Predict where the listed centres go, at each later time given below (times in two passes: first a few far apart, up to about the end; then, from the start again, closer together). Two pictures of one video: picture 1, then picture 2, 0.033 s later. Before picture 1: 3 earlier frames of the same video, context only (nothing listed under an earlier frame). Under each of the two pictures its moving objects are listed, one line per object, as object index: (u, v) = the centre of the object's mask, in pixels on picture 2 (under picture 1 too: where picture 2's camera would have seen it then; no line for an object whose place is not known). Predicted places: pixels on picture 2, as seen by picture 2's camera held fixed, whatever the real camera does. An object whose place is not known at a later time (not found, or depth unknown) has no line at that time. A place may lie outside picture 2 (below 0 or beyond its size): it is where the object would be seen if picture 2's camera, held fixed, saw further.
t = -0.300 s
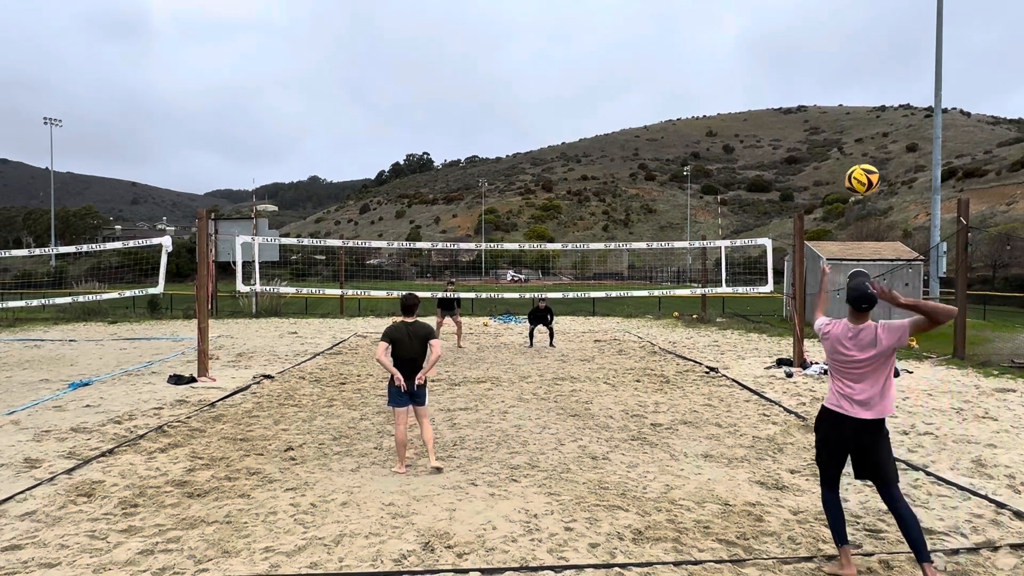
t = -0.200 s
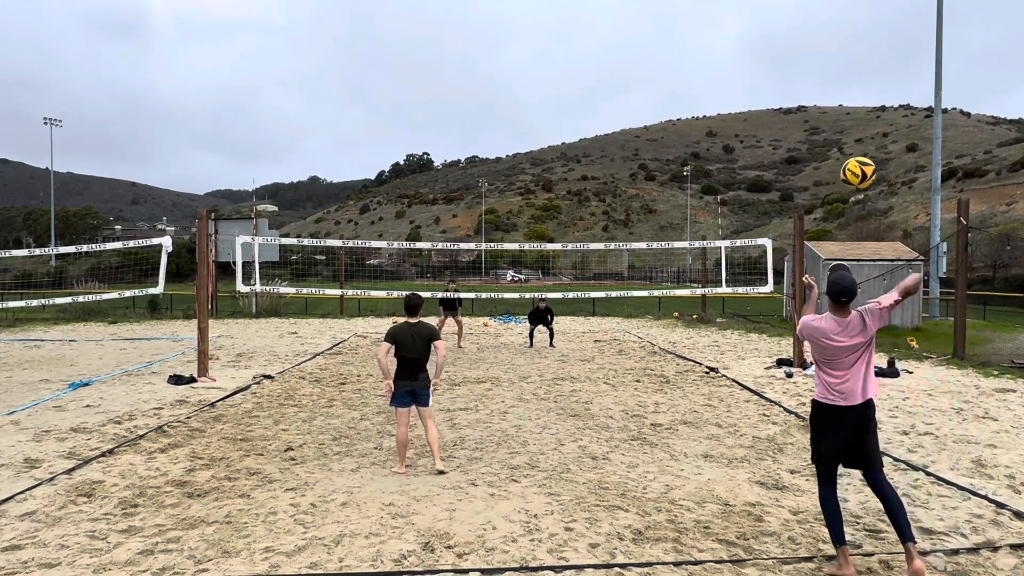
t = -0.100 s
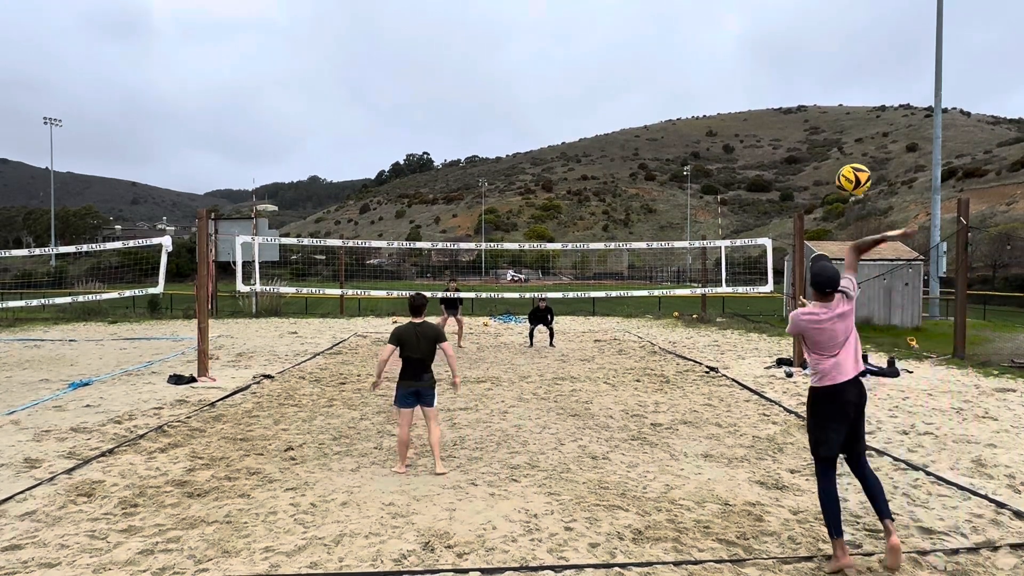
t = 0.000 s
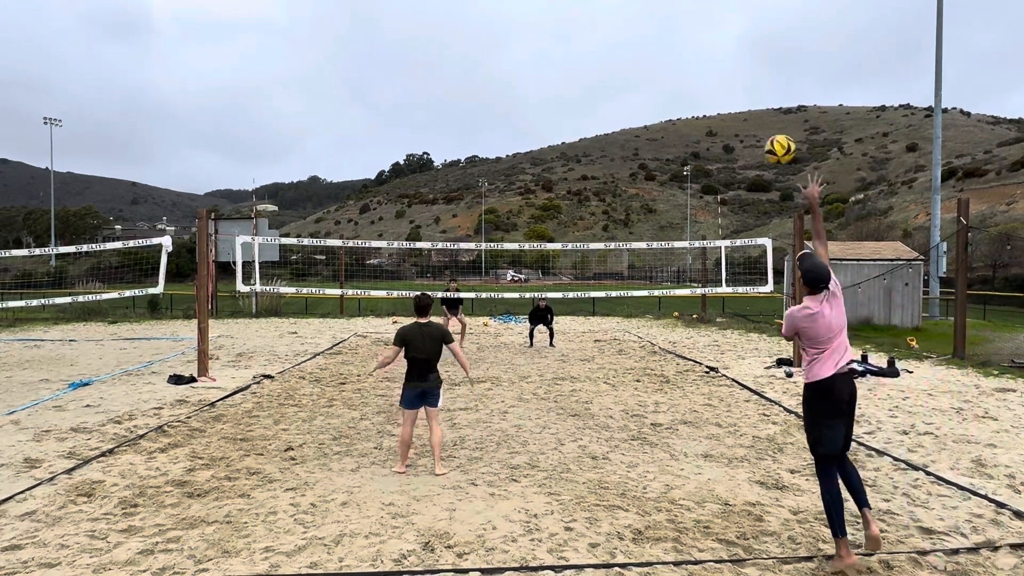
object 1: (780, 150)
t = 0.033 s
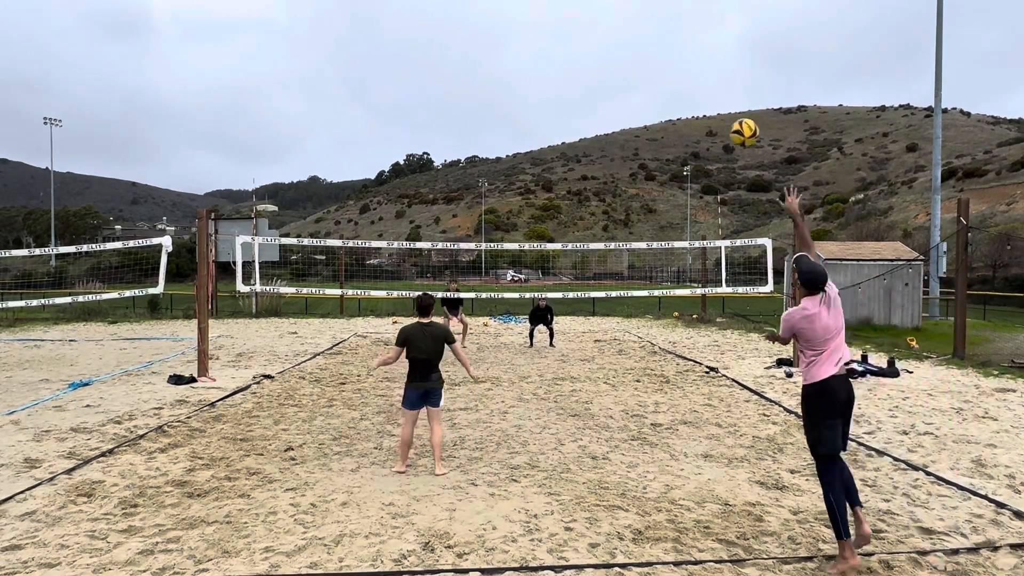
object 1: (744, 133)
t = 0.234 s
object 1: (589, 79)
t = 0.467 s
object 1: (482, 78)
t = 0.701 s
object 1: (414, 115)
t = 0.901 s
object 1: (372, 163)
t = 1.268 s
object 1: (320, 272)
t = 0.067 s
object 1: (712, 120)
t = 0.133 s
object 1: (656, 97)
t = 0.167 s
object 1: (632, 90)
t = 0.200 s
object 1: (610, 83)
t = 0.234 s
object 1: (589, 79)
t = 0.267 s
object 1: (571, 75)
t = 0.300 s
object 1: (553, 73)
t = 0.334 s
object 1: (537, 72)
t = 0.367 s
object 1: (522, 72)
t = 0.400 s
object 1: (508, 73)
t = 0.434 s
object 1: (495, 75)
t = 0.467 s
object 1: (482, 78)
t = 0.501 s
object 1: (470, 81)
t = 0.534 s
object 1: (459, 86)
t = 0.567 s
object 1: (449, 90)
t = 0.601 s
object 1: (439, 96)
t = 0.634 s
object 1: (430, 101)
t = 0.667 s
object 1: (422, 108)
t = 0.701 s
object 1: (414, 115)
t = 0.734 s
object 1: (406, 122)
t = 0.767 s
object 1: (398, 129)
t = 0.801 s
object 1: (391, 137)
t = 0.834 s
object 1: (385, 146)
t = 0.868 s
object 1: (378, 154)
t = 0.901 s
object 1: (372, 163)
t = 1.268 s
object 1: (320, 272)
